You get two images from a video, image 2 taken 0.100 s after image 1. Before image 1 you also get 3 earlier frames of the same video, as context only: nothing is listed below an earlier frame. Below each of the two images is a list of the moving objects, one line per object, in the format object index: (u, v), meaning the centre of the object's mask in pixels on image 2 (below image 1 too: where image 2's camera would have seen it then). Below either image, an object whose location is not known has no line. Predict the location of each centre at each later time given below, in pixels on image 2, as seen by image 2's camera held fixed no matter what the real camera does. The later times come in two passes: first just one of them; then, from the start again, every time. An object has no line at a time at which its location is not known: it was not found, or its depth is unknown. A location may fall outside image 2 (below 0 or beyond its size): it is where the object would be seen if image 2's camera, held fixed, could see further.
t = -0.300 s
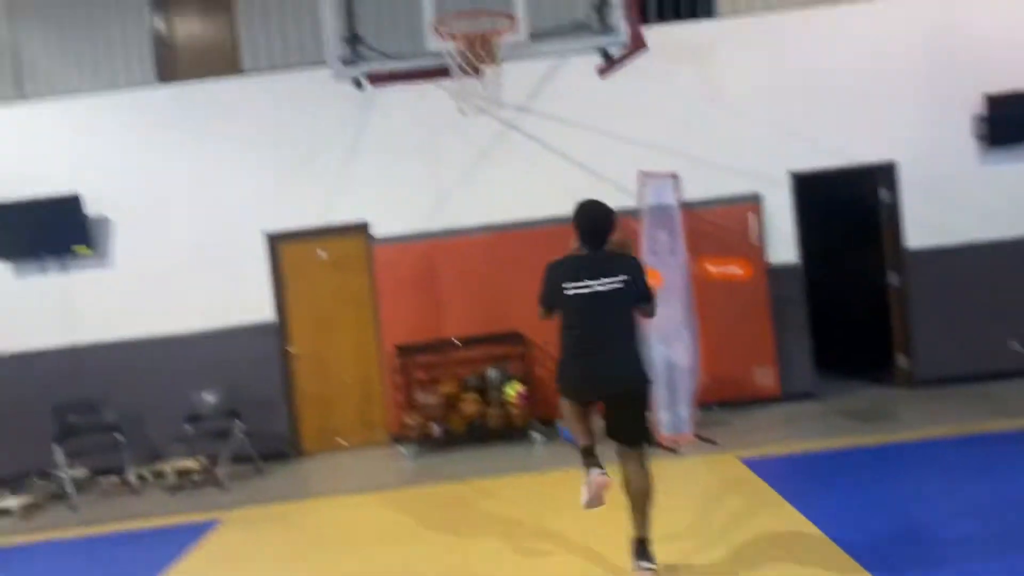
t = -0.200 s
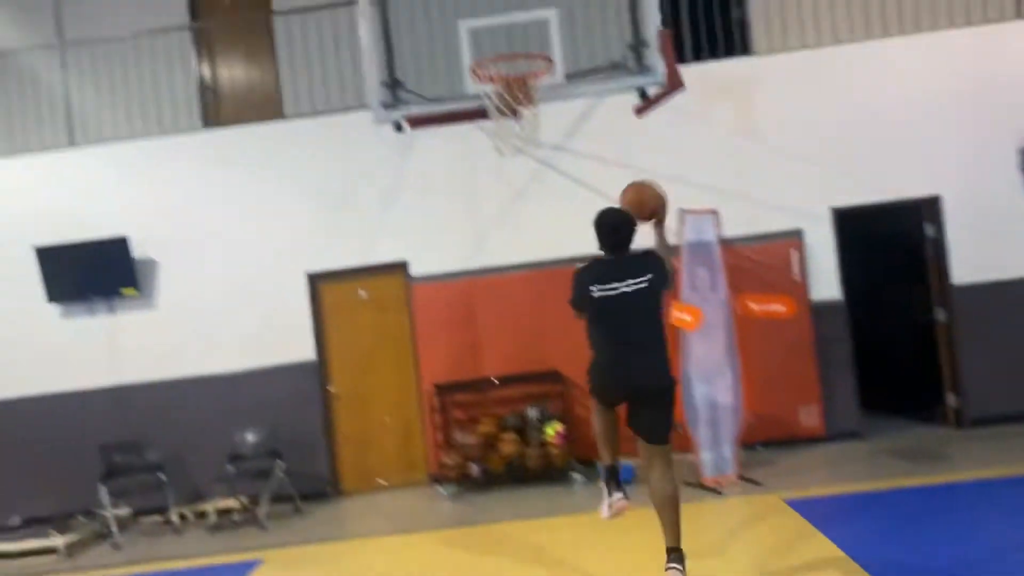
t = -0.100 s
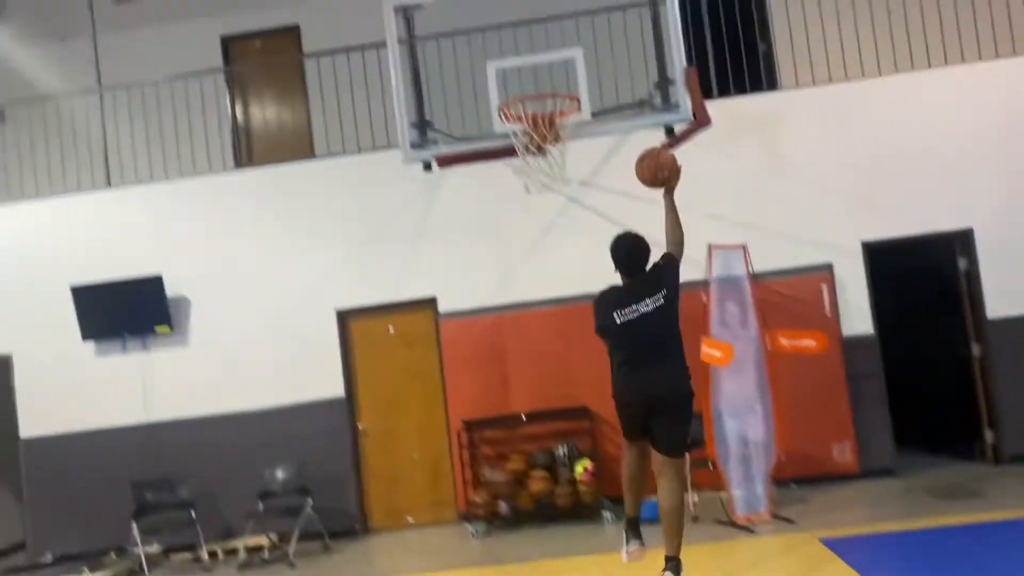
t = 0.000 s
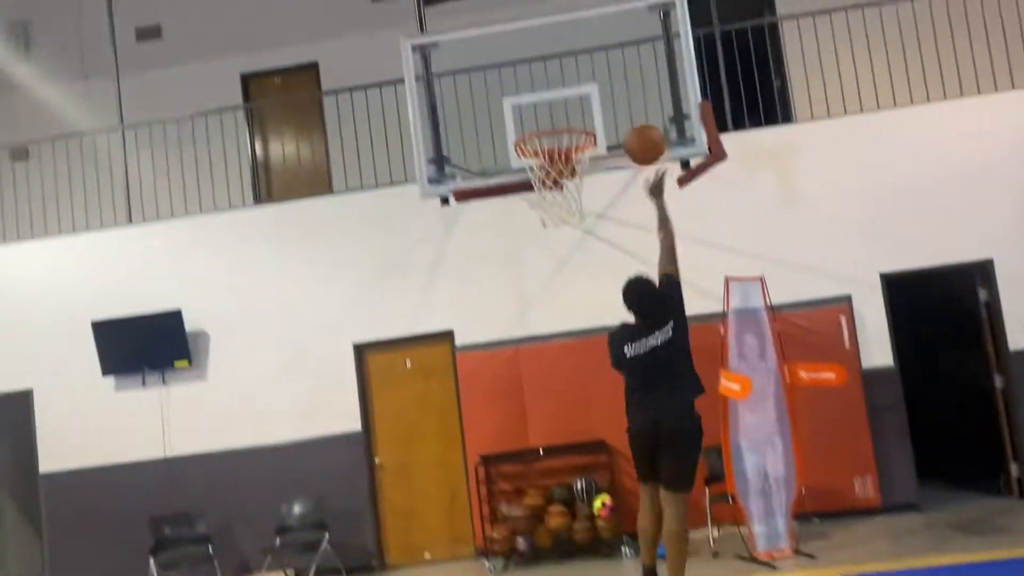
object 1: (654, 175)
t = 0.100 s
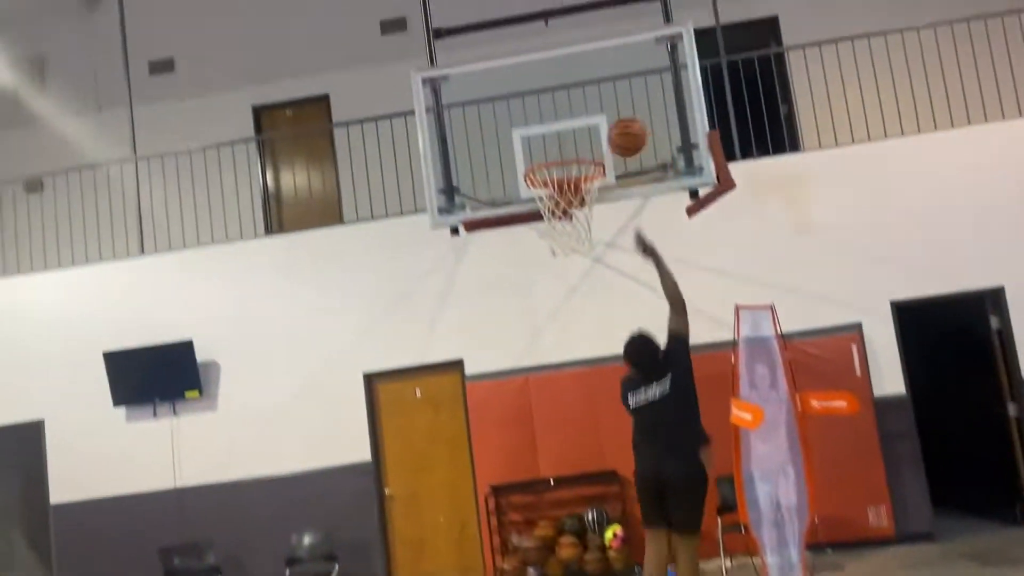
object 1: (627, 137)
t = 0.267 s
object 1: (593, 111)
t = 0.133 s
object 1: (619, 128)
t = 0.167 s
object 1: (612, 122)
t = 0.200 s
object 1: (604, 117)
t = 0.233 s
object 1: (598, 114)
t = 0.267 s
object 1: (593, 111)
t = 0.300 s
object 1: (589, 109)
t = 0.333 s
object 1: (585, 108)
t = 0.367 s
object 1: (582, 109)
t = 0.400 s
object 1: (577, 113)
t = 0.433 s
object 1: (574, 118)
